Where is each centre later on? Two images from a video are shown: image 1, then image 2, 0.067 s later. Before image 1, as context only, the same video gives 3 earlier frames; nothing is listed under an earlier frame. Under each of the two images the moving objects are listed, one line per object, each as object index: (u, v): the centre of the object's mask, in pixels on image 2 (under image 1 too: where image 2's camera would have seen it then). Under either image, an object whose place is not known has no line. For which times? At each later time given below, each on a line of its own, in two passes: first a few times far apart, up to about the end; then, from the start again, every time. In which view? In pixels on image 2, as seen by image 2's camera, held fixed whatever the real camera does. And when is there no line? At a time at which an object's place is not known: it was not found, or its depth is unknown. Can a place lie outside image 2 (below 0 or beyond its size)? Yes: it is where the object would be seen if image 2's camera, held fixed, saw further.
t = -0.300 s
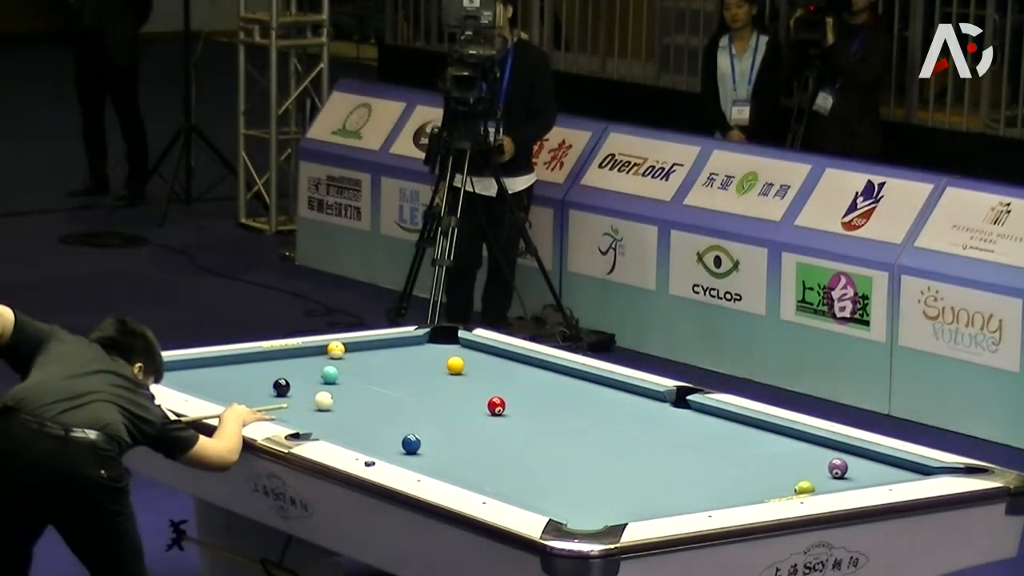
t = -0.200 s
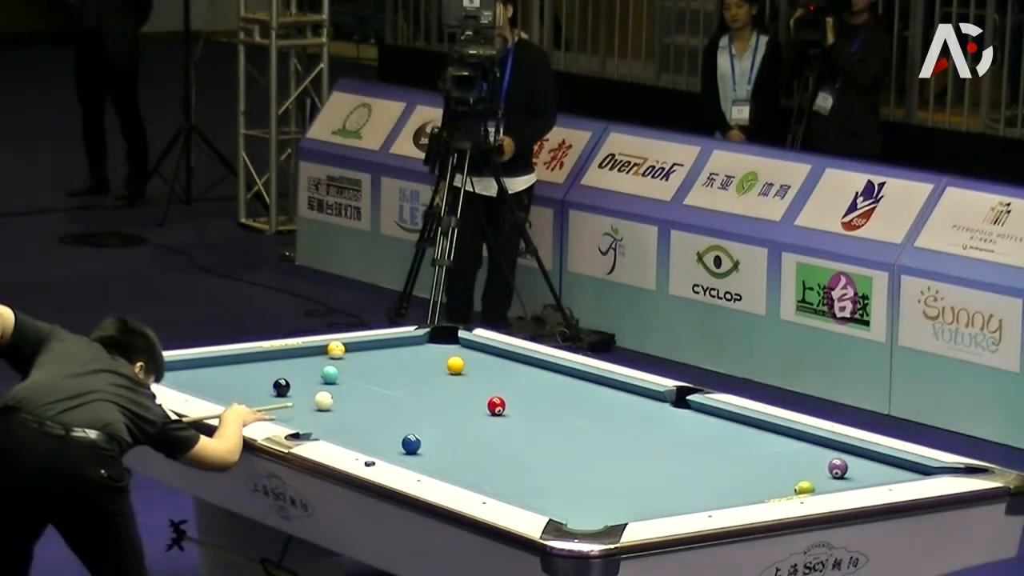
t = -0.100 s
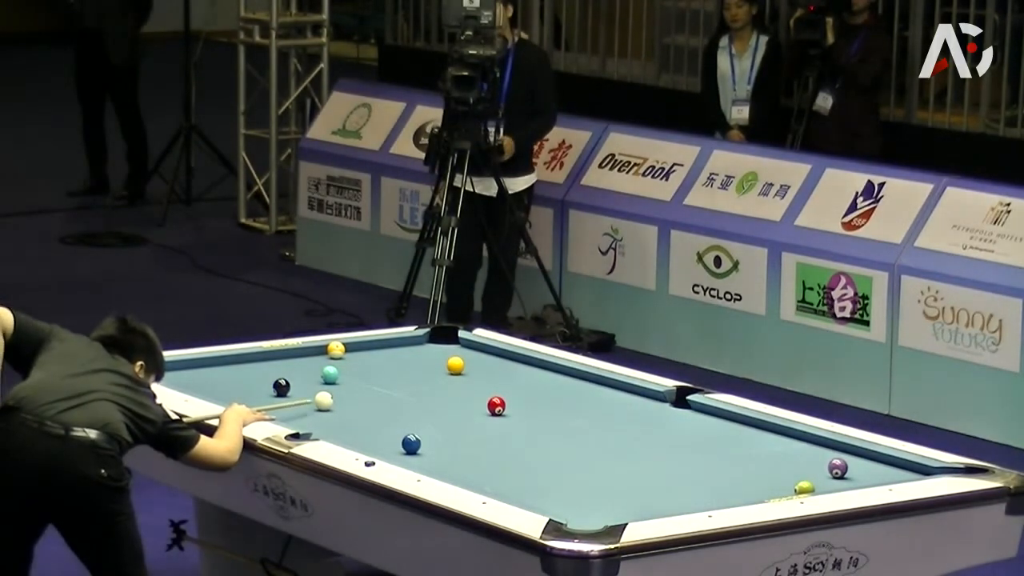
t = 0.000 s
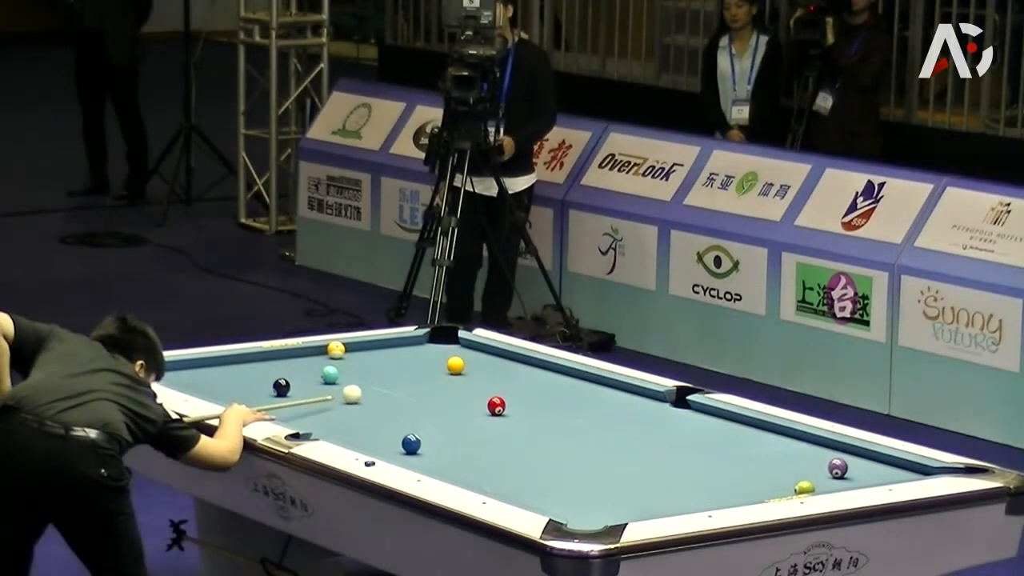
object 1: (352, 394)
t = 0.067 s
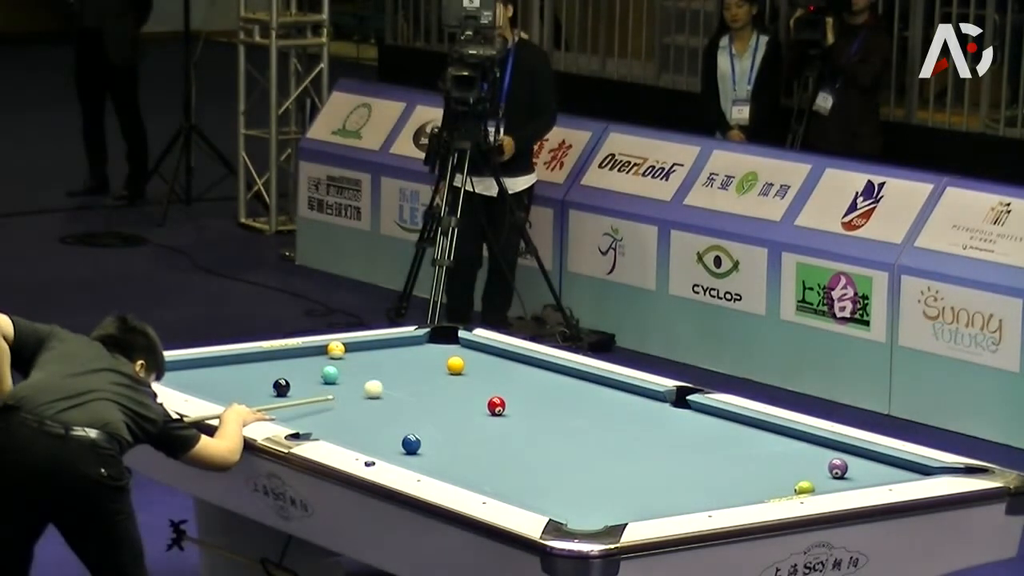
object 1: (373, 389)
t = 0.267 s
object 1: (430, 375)
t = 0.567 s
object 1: (515, 366)
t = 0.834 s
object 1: (521, 368)
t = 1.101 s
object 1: (493, 374)
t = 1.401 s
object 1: (462, 379)
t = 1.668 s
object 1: (434, 384)
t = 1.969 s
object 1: (404, 389)
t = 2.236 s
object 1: (378, 394)
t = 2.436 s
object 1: (359, 398)
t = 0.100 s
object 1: (383, 387)
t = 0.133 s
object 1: (393, 384)
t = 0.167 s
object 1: (402, 382)
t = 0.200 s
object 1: (411, 380)
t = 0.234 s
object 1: (421, 377)
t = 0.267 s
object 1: (430, 375)
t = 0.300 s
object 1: (439, 373)
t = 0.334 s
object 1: (448, 371)
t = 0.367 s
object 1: (458, 369)
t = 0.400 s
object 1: (468, 368)
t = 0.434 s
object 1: (477, 368)
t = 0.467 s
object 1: (487, 368)
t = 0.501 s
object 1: (496, 367)
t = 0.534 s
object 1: (506, 367)
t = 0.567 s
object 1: (515, 366)
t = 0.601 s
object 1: (525, 366)
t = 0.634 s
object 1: (534, 365)
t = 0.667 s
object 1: (543, 365)
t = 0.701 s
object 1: (538, 365)
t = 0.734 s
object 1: (533, 366)
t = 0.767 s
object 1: (529, 367)
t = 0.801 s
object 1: (525, 368)
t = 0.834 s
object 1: (521, 368)
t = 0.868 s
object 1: (518, 369)
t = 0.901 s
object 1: (514, 370)
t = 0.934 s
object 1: (511, 370)
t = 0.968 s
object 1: (507, 371)
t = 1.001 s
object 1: (504, 371)
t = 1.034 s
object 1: (500, 373)
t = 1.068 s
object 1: (496, 373)
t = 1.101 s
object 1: (493, 374)
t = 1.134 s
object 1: (489, 375)
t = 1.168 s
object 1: (486, 375)
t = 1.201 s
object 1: (482, 376)
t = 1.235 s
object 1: (479, 377)
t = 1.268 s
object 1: (476, 377)
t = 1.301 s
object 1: (472, 378)
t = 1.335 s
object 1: (469, 378)
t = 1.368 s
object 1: (465, 379)
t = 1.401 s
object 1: (462, 379)
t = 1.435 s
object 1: (458, 380)
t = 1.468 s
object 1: (455, 381)
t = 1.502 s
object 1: (451, 382)
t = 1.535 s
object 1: (448, 382)
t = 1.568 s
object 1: (444, 383)
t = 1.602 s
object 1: (441, 383)
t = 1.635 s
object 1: (437, 384)
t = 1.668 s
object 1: (434, 384)
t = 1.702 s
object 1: (431, 385)
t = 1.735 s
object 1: (428, 386)
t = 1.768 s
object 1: (424, 386)
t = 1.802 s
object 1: (421, 387)
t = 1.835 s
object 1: (417, 387)
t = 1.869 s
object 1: (414, 388)
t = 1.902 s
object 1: (411, 389)
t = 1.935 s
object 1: (407, 389)
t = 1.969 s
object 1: (404, 389)
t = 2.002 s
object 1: (401, 390)
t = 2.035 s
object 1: (398, 391)
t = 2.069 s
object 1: (394, 391)
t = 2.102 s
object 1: (391, 392)
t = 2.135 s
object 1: (388, 392)
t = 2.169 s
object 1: (384, 393)
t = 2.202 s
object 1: (381, 394)
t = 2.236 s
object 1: (378, 394)
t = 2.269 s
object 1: (375, 395)
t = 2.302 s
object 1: (372, 395)
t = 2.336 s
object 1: (369, 396)
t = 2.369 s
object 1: (365, 397)
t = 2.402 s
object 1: (362, 397)
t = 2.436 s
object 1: (359, 398)
